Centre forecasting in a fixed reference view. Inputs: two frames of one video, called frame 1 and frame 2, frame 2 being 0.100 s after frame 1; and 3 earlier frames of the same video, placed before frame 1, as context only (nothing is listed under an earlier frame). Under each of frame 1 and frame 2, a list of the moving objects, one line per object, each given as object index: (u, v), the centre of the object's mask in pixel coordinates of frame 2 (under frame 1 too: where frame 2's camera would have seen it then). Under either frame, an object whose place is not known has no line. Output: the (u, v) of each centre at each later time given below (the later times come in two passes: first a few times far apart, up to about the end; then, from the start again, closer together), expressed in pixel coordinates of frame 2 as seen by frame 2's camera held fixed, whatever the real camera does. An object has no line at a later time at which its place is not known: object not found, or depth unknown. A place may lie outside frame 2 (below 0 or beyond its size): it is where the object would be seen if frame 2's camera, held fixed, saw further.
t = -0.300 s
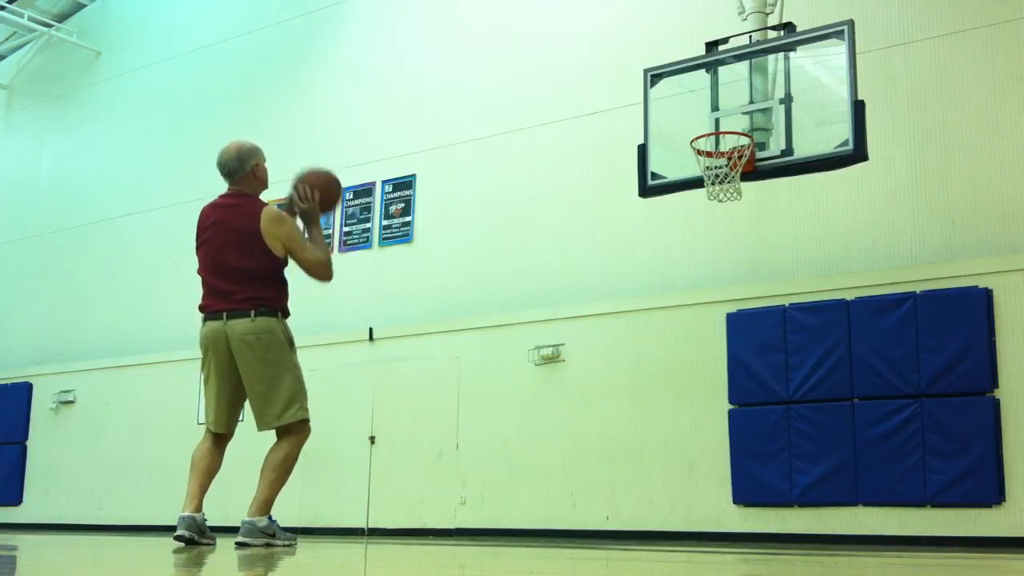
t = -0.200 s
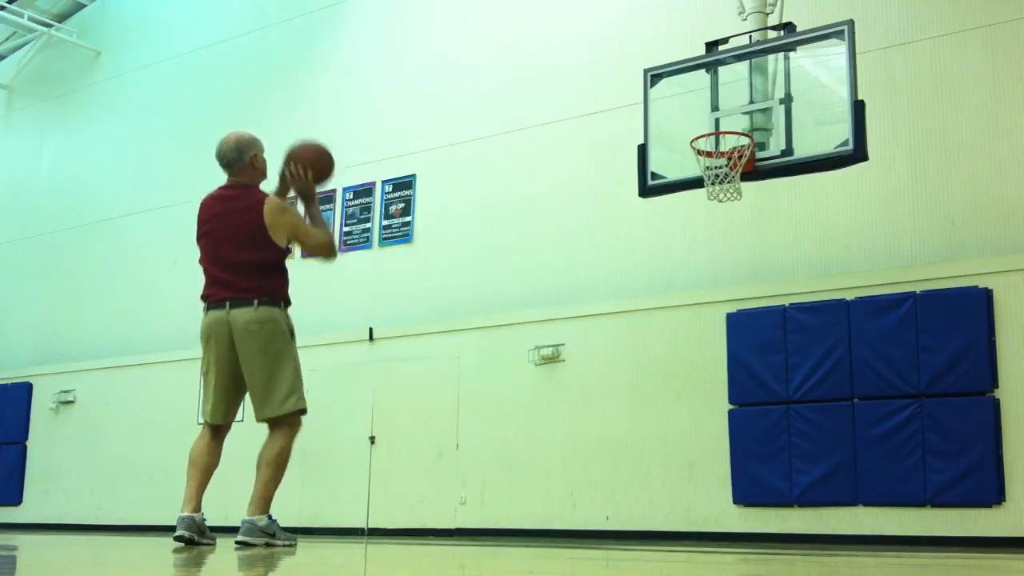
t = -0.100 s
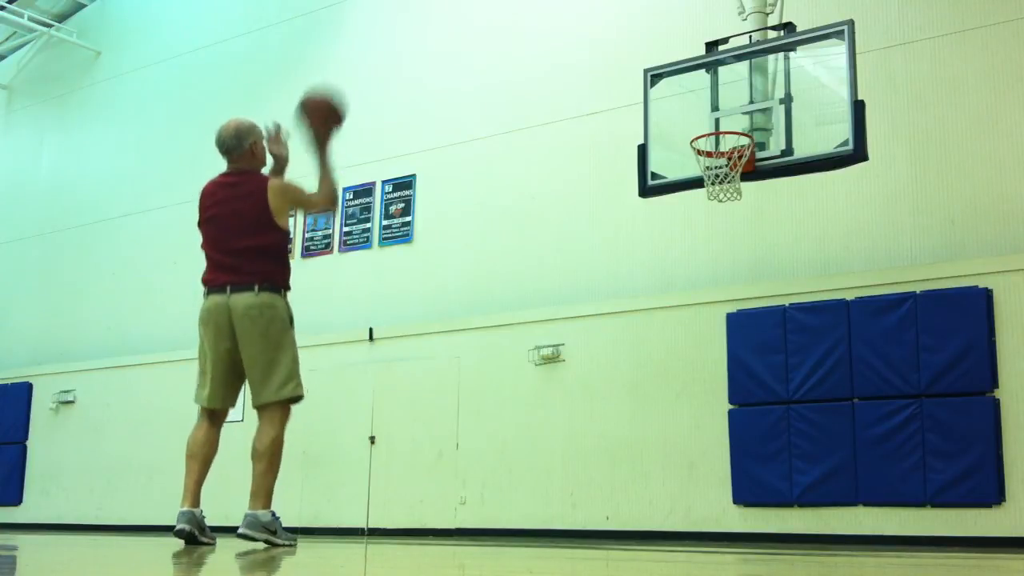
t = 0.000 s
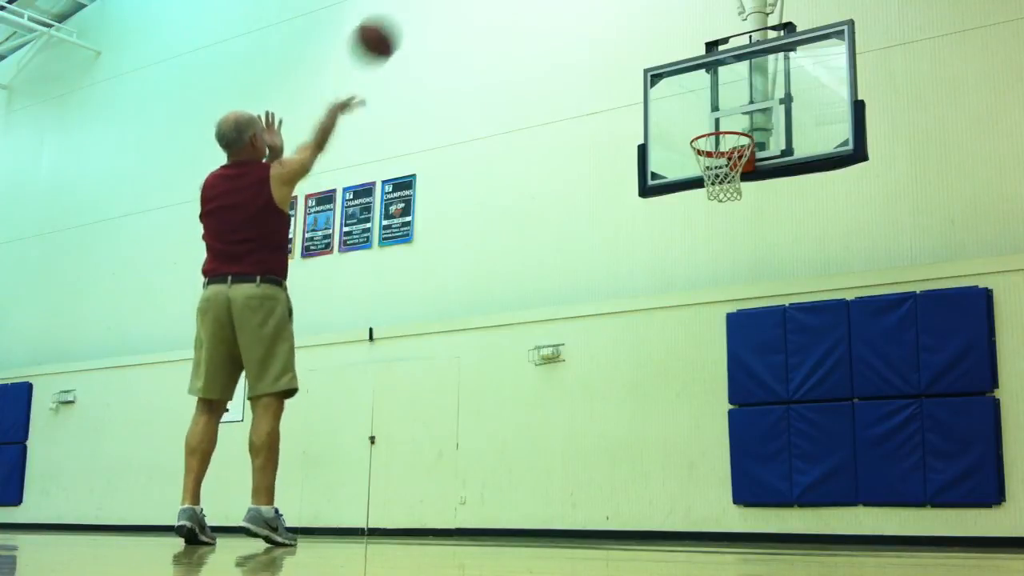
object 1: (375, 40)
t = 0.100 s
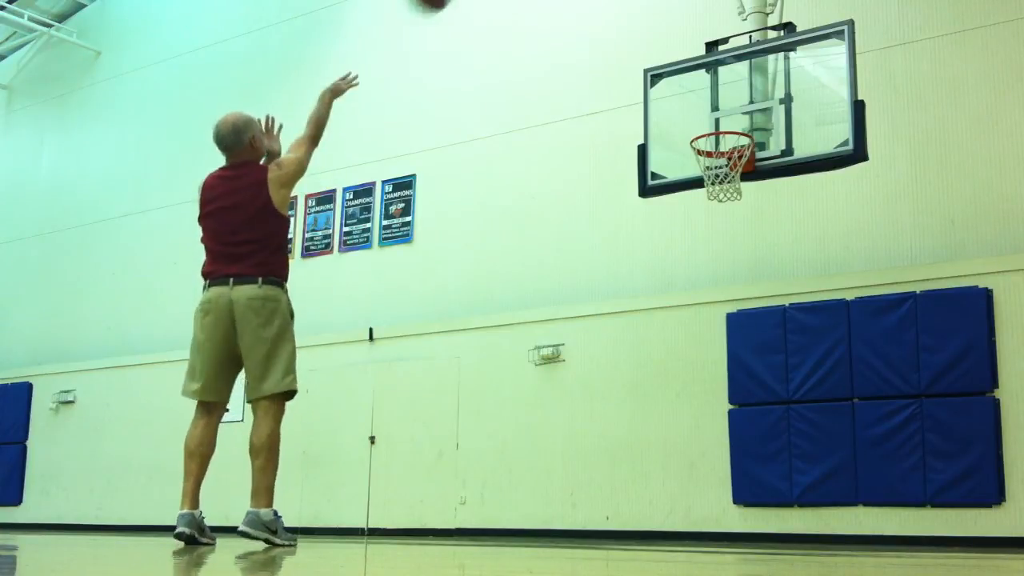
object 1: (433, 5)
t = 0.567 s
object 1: (612, 1)
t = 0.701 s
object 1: (652, 34)
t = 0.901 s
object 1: (705, 134)
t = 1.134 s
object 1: (748, 98)
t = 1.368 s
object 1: (773, 92)
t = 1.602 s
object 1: (802, 159)
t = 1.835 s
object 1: (836, 329)
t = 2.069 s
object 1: (881, 461)
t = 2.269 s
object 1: (914, 315)
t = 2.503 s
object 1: (958, 220)
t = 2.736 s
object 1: (1006, 216)
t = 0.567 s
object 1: (612, 1)
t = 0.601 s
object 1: (623, 6)
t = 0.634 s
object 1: (633, 11)
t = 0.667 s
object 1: (643, 21)
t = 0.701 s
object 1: (652, 34)
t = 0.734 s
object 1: (661, 48)
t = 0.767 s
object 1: (670, 64)
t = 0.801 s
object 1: (679, 82)
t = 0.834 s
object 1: (687, 98)
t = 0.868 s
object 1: (695, 116)
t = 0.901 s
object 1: (705, 134)
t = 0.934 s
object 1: (717, 138)
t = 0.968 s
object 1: (731, 138)
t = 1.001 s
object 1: (737, 129)
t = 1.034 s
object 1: (739, 120)
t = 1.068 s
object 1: (742, 112)
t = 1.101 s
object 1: (745, 104)
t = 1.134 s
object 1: (748, 98)
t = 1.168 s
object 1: (751, 93)
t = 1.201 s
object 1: (755, 89)
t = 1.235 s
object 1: (759, 87)
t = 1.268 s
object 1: (762, 86)
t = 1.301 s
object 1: (765, 87)
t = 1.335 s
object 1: (769, 88)
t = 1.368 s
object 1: (773, 92)
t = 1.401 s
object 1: (776, 96)
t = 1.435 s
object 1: (780, 102)
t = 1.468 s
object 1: (784, 110)
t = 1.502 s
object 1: (788, 120)
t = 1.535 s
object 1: (793, 131)
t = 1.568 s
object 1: (798, 144)
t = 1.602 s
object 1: (802, 159)
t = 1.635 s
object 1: (807, 178)
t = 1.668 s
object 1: (811, 195)
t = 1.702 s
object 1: (816, 217)
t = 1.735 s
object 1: (821, 240)
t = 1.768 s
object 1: (826, 266)
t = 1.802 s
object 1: (831, 295)
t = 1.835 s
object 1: (836, 329)
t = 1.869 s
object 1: (843, 364)
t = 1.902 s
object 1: (850, 402)
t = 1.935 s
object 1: (856, 446)
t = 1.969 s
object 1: (864, 487)
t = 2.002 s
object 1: (872, 521)
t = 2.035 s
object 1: (876, 488)
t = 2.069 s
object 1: (881, 461)
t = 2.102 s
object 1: (886, 435)
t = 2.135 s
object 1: (890, 407)
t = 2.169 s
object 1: (896, 380)
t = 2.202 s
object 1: (902, 357)
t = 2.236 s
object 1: (907, 334)
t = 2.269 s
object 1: (914, 315)
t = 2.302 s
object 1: (920, 295)
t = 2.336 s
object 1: (927, 278)
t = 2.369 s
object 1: (933, 262)
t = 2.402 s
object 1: (939, 250)
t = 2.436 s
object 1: (945, 238)
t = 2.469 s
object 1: (952, 228)
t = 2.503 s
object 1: (958, 220)
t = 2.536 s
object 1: (965, 213)
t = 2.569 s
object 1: (972, 209)
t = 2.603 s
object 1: (980, 206)
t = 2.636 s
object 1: (987, 206)
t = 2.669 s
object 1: (995, 207)
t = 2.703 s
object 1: (1002, 210)
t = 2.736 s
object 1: (1006, 216)
